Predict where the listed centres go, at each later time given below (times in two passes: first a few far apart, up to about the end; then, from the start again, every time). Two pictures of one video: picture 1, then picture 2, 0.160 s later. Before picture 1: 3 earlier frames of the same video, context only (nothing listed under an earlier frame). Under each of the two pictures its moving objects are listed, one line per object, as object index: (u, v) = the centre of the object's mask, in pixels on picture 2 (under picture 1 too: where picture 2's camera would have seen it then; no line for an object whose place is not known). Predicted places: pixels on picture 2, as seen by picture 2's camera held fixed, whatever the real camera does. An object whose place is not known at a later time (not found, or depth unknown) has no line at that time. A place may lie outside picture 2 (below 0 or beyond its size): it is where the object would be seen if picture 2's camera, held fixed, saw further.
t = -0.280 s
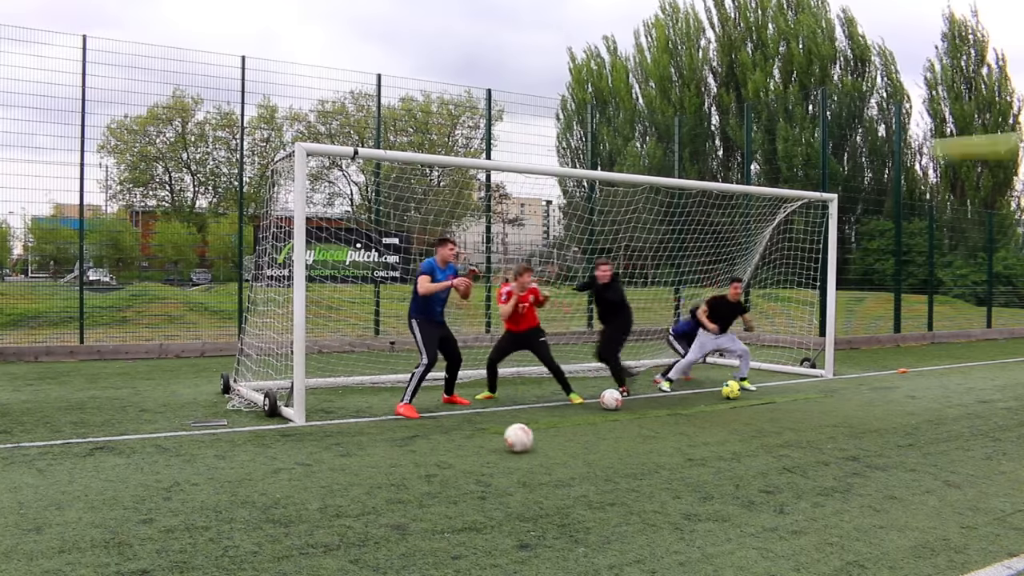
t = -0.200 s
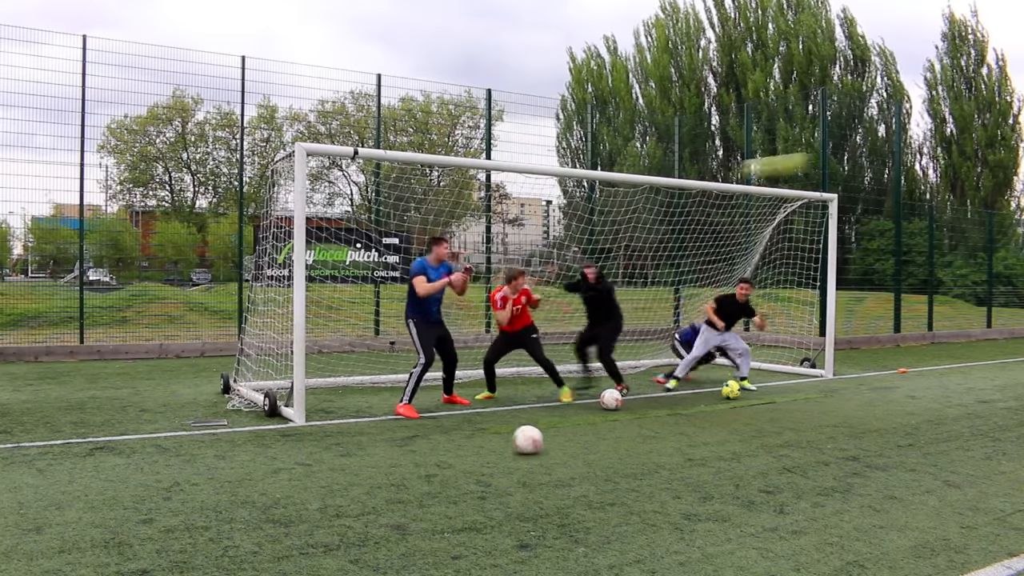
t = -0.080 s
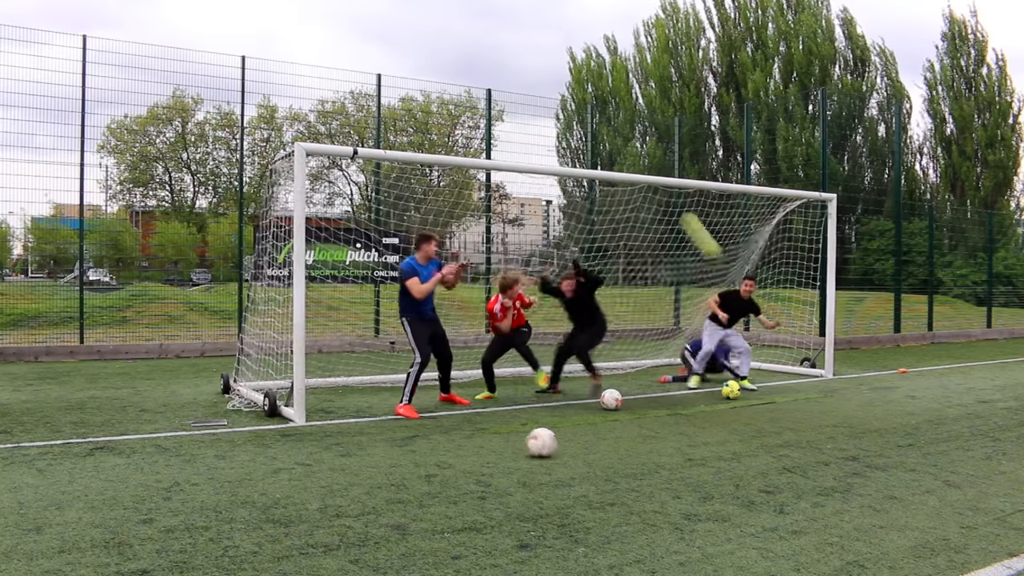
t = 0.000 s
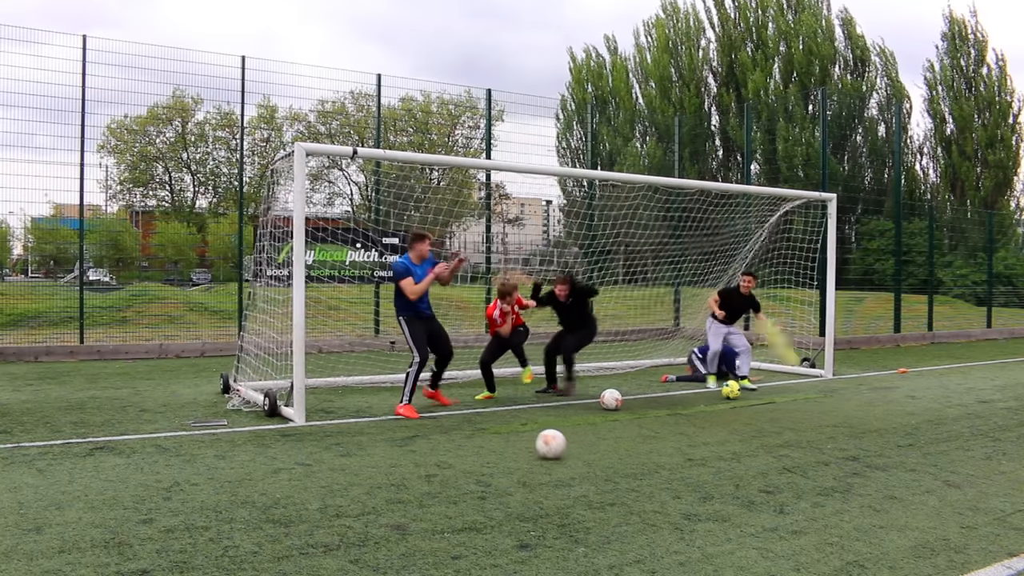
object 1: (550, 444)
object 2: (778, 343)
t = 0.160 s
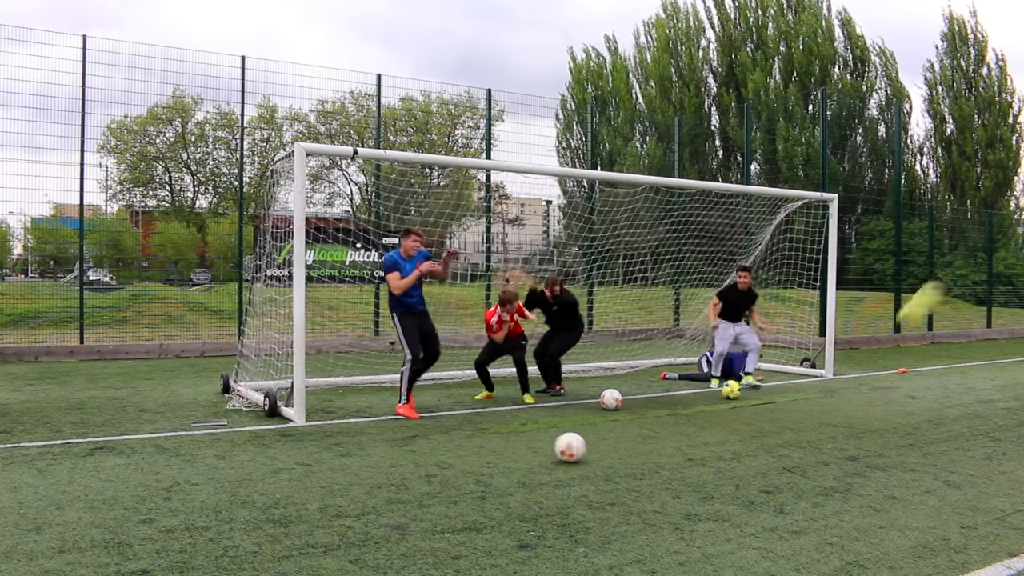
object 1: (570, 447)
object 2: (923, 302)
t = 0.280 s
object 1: (584, 450)
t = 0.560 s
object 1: (616, 455)
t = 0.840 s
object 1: (649, 460)
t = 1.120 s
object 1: (680, 465)
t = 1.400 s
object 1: (709, 469)
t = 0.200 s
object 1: (575, 448)
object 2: (960, 265)
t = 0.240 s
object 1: (580, 449)
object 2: (999, 226)
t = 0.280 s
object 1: (584, 450)
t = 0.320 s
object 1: (589, 451)
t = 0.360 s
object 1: (594, 451)
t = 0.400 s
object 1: (598, 452)
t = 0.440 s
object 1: (603, 453)
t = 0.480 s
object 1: (608, 454)
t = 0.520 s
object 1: (612, 454)
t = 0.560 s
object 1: (616, 455)
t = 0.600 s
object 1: (621, 456)
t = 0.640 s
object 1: (625, 457)
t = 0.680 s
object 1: (631, 457)
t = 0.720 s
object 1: (635, 458)
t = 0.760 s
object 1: (640, 459)
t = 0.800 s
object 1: (644, 460)
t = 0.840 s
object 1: (649, 460)
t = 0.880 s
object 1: (653, 461)
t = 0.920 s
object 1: (658, 462)
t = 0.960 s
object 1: (663, 462)
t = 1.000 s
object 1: (667, 463)
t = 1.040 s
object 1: (671, 464)
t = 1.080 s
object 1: (675, 464)
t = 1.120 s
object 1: (680, 465)
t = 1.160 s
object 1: (684, 466)
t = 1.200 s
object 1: (688, 466)
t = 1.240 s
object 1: (693, 467)
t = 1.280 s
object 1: (697, 468)
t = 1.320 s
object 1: (701, 468)
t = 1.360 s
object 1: (705, 469)
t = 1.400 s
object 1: (709, 469)
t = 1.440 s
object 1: (713, 470)
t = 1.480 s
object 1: (718, 470)
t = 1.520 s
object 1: (722, 471)
